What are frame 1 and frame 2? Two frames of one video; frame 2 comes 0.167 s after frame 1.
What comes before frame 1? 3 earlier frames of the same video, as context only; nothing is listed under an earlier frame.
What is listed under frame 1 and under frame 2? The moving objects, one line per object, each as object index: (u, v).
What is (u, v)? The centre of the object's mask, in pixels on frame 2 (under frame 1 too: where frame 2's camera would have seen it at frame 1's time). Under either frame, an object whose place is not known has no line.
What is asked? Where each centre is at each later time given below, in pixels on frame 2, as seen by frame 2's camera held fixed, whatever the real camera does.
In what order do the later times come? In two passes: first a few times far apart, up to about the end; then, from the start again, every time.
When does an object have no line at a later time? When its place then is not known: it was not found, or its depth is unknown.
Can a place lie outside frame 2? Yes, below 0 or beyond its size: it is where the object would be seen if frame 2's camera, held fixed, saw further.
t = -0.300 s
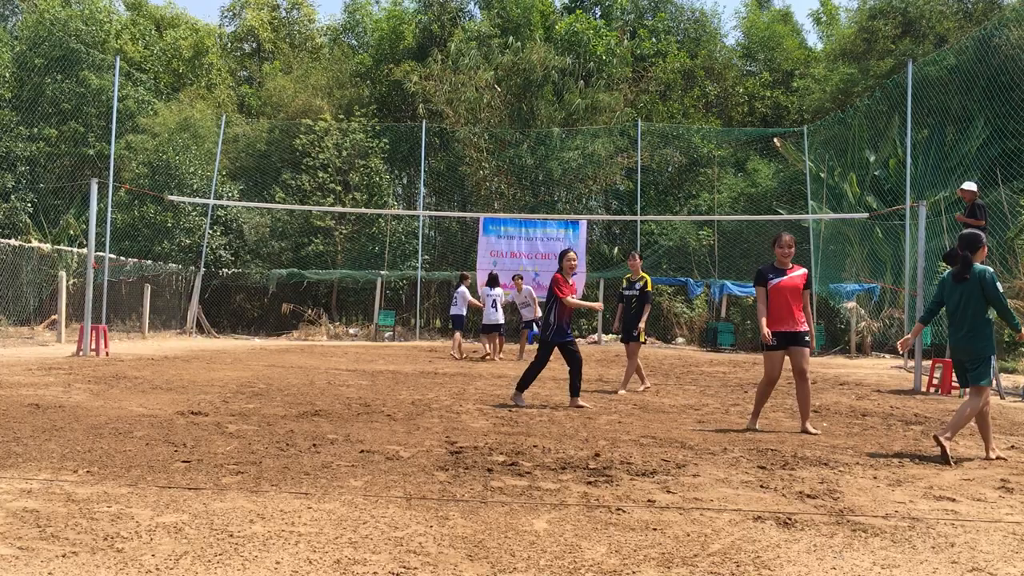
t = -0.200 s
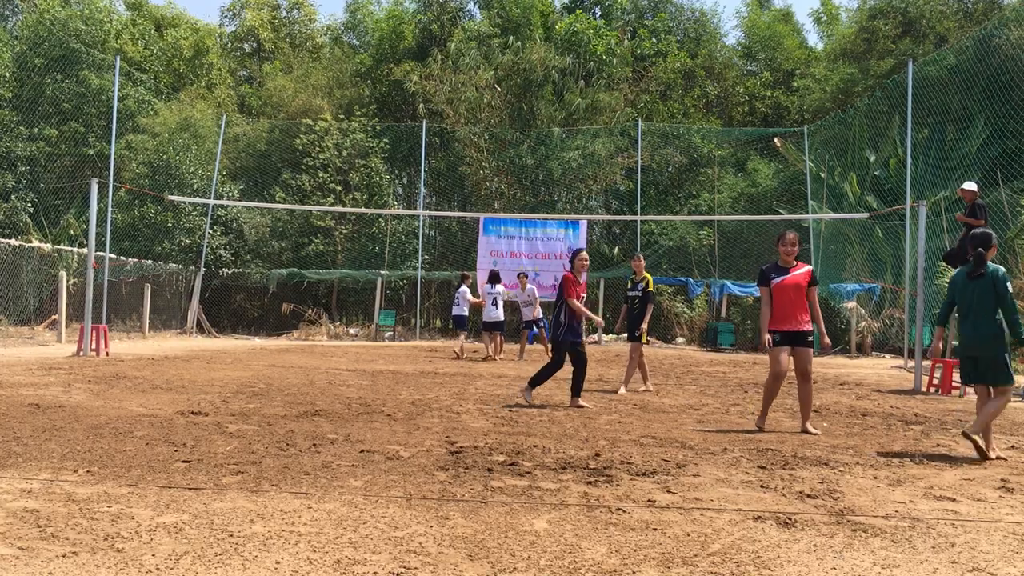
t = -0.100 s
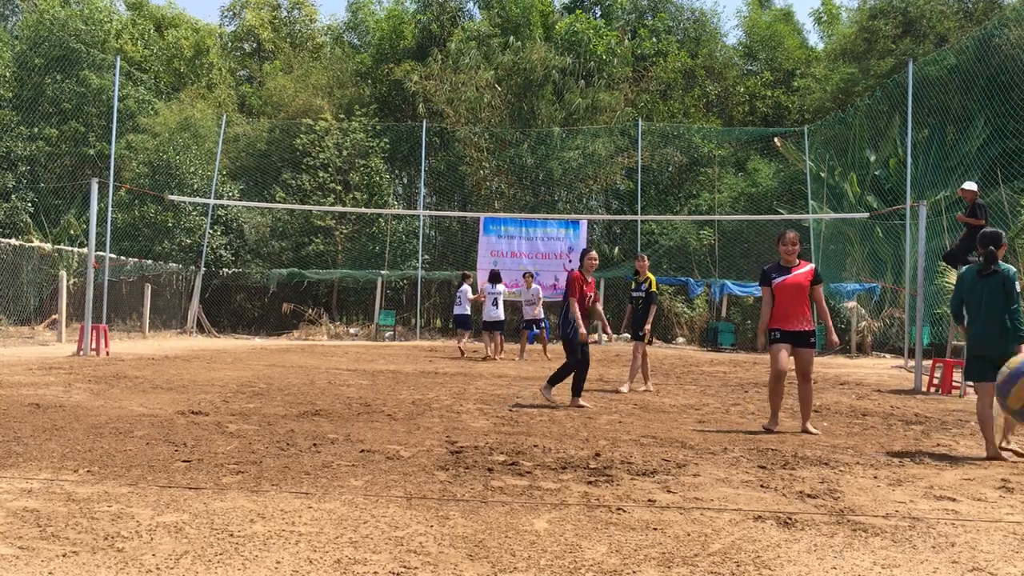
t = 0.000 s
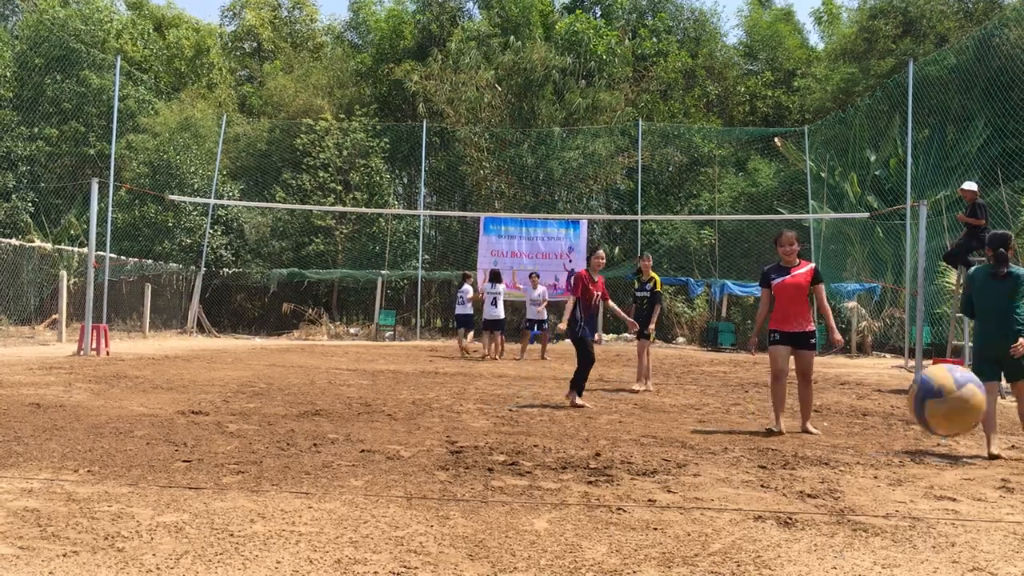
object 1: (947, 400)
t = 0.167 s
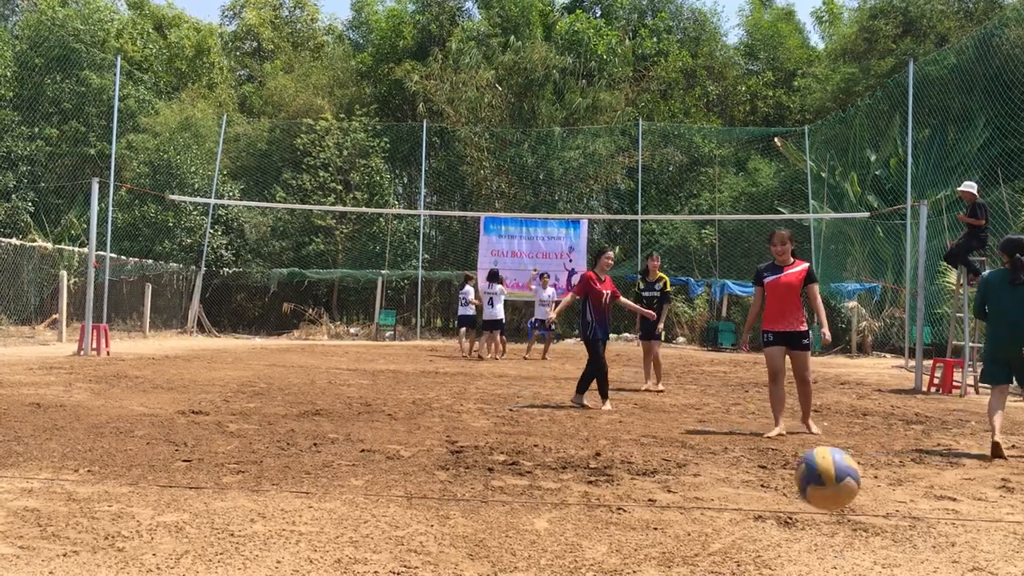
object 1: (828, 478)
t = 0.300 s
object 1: (757, 495)
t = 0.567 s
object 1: (654, 390)
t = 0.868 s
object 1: (569, 459)
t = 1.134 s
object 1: (499, 425)
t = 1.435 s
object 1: (445, 422)
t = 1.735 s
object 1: (405, 413)
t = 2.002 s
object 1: (378, 410)
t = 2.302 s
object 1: (353, 404)
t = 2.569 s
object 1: (337, 398)
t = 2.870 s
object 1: (325, 394)
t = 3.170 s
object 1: (318, 391)
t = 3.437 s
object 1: (313, 389)
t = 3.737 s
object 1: (309, 387)
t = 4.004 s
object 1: (305, 384)
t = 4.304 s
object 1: (297, 383)
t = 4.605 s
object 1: (286, 382)
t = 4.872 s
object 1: (279, 382)
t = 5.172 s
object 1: (274, 382)
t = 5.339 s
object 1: (272, 382)
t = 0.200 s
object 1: (808, 500)
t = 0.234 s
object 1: (790, 525)
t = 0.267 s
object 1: (773, 525)
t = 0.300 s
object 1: (757, 495)
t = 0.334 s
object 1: (742, 470)
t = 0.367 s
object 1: (728, 449)
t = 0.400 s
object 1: (715, 431)
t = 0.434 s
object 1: (701, 417)
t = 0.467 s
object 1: (689, 405)
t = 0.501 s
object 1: (677, 397)
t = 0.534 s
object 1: (665, 392)
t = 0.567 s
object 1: (654, 390)
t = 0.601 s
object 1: (644, 389)
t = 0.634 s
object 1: (633, 391)
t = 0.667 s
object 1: (623, 396)
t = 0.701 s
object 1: (613, 403)
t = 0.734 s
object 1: (604, 411)
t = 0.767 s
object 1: (595, 422)
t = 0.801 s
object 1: (586, 434)
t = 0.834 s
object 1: (578, 447)
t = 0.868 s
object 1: (569, 459)
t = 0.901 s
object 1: (560, 447)
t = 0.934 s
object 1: (551, 438)
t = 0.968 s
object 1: (542, 431)
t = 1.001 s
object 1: (532, 427)
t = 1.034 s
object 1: (524, 423)
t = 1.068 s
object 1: (515, 422)
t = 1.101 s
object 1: (507, 423)
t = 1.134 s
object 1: (499, 425)
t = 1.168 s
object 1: (490, 432)
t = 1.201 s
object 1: (483, 432)
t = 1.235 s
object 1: (478, 426)
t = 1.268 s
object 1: (473, 422)
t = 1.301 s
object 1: (467, 419)
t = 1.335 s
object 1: (461, 419)
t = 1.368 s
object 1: (456, 420)
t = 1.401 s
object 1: (450, 424)
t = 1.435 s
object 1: (445, 422)
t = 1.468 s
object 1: (440, 420)
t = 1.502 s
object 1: (435, 420)
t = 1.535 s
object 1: (431, 420)
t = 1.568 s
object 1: (426, 418)
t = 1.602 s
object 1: (421, 417)
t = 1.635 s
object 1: (417, 416)
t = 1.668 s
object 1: (413, 417)
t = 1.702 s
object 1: (408, 417)
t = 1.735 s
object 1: (405, 413)
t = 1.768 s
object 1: (402, 411)
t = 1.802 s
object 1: (398, 410)
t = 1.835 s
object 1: (395, 410)
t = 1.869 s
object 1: (391, 412)
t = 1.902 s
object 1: (387, 411)
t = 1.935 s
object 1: (385, 410)
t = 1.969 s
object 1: (381, 410)
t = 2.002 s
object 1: (378, 410)
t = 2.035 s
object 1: (375, 407)
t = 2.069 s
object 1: (372, 406)
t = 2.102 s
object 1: (370, 407)
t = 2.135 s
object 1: (367, 406)
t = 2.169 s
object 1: (364, 405)
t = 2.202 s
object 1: (361, 404)
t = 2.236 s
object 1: (358, 405)
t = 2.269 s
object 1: (356, 405)
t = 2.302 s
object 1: (353, 404)
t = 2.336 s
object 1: (350, 403)
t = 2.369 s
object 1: (349, 402)
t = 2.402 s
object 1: (346, 402)
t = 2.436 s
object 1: (344, 402)
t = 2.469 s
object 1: (343, 401)
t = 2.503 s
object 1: (341, 401)
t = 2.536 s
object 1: (339, 400)
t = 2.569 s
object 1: (337, 398)
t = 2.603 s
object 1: (335, 398)
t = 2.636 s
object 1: (334, 398)
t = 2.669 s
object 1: (333, 397)
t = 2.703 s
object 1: (331, 396)
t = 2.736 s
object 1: (330, 396)
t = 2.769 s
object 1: (329, 396)
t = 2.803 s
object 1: (327, 394)
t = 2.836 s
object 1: (326, 394)
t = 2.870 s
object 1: (325, 394)
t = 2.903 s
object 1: (323, 394)
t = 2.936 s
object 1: (322, 393)
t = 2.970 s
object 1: (322, 393)
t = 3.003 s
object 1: (320, 393)
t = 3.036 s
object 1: (320, 392)
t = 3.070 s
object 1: (320, 392)
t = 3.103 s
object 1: (320, 391)
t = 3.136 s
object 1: (319, 391)
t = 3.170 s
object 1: (318, 391)
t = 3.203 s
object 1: (318, 391)
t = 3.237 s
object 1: (317, 391)
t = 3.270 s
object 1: (316, 391)
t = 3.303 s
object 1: (316, 390)
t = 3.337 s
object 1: (315, 389)
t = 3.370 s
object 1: (315, 389)
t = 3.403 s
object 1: (314, 389)
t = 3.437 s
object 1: (313, 389)
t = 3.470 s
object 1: (313, 388)
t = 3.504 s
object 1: (312, 388)
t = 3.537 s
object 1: (312, 388)
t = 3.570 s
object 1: (312, 388)
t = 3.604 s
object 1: (311, 388)
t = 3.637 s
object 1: (311, 388)
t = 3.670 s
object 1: (310, 387)
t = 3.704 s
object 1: (309, 387)
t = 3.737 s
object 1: (309, 387)
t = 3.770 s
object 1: (309, 386)
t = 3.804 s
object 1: (308, 386)
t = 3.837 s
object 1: (308, 385)
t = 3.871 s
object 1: (308, 385)
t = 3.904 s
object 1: (307, 385)
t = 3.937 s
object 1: (306, 384)
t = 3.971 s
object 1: (306, 384)
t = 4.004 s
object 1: (305, 384)
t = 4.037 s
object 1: (304, 384)
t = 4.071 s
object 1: (303, 384)
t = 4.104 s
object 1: (303, 384)
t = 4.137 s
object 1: (302, 384)
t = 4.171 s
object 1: (301, 384)
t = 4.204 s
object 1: (300, 384)
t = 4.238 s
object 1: (299, 383)
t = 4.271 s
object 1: (297, 383)
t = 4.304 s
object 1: (297, 383)
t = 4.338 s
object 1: (295, 383)
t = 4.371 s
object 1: (294, 383)
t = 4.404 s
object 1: (293, 382)
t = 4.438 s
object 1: (292, 382)
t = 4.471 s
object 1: (291, 382)
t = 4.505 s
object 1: (290, 383)
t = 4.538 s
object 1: (288, 383)
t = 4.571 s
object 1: (287, 383)
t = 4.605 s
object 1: (286, 382)
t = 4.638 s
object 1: (285, 382)
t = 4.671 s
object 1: (284, 382)
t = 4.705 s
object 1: (282, 382)
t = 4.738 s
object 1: (281, 382)
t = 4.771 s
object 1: (281, 382)
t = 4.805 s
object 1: (280, 382)
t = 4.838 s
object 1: (279, 382)
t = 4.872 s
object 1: (279, 382)
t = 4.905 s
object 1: (278, 382)
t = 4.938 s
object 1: (278, 382)
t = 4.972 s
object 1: (277, 382)
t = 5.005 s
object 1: (277, 382)
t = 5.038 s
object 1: (276, 382)
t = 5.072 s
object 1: (276, 382)
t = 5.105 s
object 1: (275, 382)
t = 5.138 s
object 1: (275, 382)
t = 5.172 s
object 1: (274, 382)
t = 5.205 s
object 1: (274, 382)
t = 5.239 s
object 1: (273, 382)
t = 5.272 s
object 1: (273, 382)
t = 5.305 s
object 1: (272, 382)
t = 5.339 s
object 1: (272, 382)
